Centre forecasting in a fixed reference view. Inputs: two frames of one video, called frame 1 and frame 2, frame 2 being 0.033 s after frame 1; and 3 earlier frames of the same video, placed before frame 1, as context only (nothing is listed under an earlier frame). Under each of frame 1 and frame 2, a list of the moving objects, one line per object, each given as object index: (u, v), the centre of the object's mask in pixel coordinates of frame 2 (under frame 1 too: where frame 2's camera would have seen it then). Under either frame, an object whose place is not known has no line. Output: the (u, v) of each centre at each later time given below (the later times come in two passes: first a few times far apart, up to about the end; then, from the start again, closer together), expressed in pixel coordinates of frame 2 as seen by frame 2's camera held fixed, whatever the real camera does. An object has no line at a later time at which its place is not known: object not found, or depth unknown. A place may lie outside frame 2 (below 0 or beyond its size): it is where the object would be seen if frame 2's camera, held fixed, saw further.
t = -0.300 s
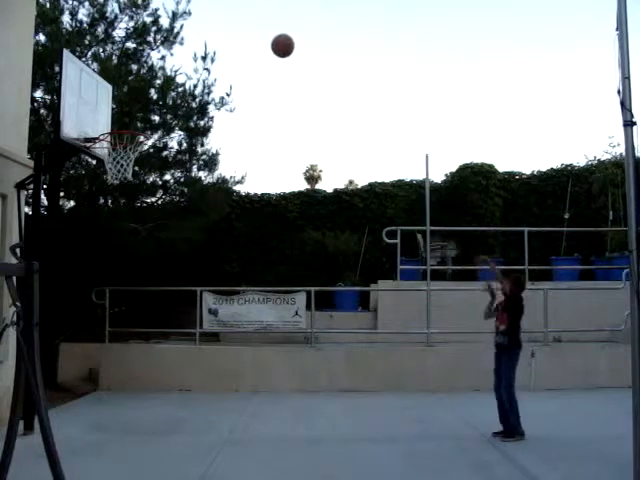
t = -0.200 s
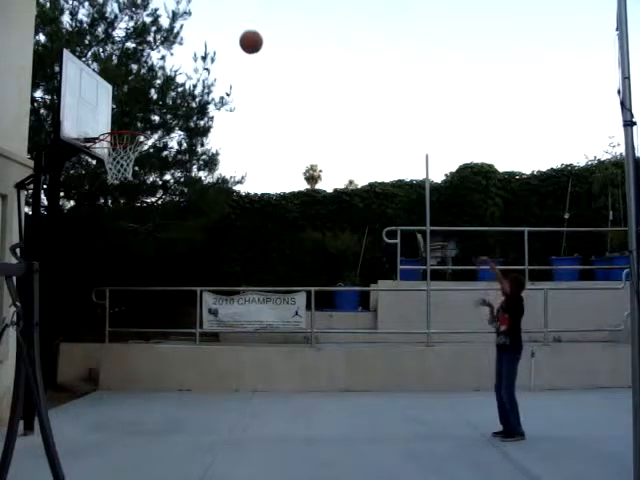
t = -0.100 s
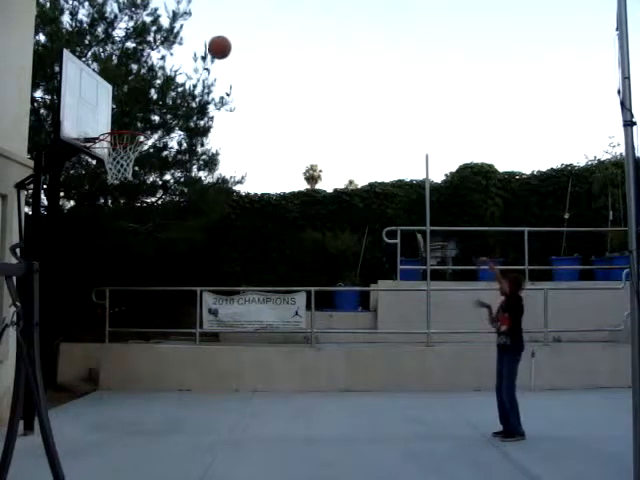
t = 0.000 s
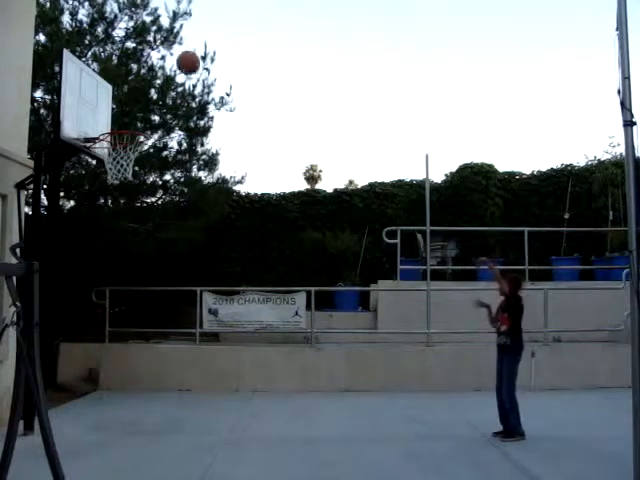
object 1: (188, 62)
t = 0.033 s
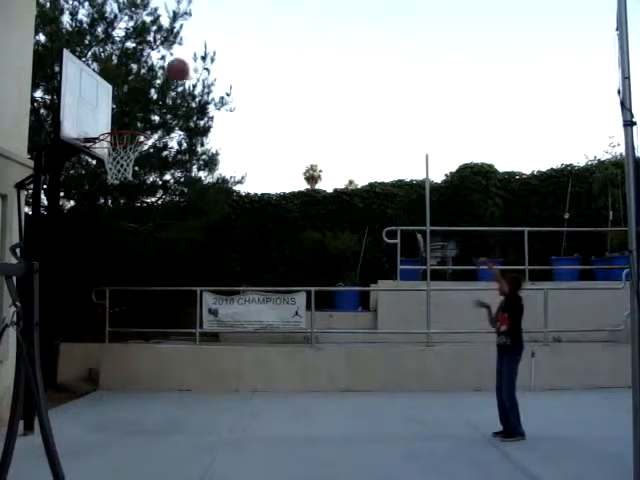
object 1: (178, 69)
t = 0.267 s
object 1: (110, 147)
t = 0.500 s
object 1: (124, 247)
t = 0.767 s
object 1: (138, 421)
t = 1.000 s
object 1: (177, 304)
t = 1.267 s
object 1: (219, 234)
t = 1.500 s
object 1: (253, 229)
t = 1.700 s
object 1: (280, 263)
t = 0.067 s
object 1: (168, 77)
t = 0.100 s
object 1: (157, 87)
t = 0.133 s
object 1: (146, 98)
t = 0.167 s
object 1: (136, 108)
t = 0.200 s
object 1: (124, 120)
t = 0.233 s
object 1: (115, 135)
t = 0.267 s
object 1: (110, 147)
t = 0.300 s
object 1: (110, 161)
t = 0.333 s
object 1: (114, 177)
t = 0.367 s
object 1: (116, 184)
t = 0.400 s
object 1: (118, 199)
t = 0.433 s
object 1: (120, 214)
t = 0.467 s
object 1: (123, 230)
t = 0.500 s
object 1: (124, 247)
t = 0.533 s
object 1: (125, 266)
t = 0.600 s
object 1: (129, 305)
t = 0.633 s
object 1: (131, 326)
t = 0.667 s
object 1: (135, 348)
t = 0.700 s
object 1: (136, 373)
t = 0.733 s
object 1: (137, 396)
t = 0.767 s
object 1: (138, 421)
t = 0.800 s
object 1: (144, 406)
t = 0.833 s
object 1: (149, 389)
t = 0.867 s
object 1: (154, 368)
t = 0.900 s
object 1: (160, 348)
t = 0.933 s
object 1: (167, 331)
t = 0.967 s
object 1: (172, 317)
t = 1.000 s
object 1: (177, 304)
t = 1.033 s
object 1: (182, 291)
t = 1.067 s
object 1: (188, 279)
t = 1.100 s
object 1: (193, 269)
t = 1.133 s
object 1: (199, 259)
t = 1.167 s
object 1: (203, 251)
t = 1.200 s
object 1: (209, 245)
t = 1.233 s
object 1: (214, 238)
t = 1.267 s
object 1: (219, 234)
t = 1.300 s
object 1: (224, 230)
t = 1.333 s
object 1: (229, 228)
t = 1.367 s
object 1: (234, 226)
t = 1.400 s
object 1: (238, 225)
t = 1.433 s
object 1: (243, 225)
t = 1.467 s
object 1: (247, 227)
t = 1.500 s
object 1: (253, 229)
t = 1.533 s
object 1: (257, 232)
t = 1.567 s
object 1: (262, 236)
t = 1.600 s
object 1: (267, 241)
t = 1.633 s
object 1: (271, 247)
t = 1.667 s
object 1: (276, 255)
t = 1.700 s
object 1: (280, 263)
